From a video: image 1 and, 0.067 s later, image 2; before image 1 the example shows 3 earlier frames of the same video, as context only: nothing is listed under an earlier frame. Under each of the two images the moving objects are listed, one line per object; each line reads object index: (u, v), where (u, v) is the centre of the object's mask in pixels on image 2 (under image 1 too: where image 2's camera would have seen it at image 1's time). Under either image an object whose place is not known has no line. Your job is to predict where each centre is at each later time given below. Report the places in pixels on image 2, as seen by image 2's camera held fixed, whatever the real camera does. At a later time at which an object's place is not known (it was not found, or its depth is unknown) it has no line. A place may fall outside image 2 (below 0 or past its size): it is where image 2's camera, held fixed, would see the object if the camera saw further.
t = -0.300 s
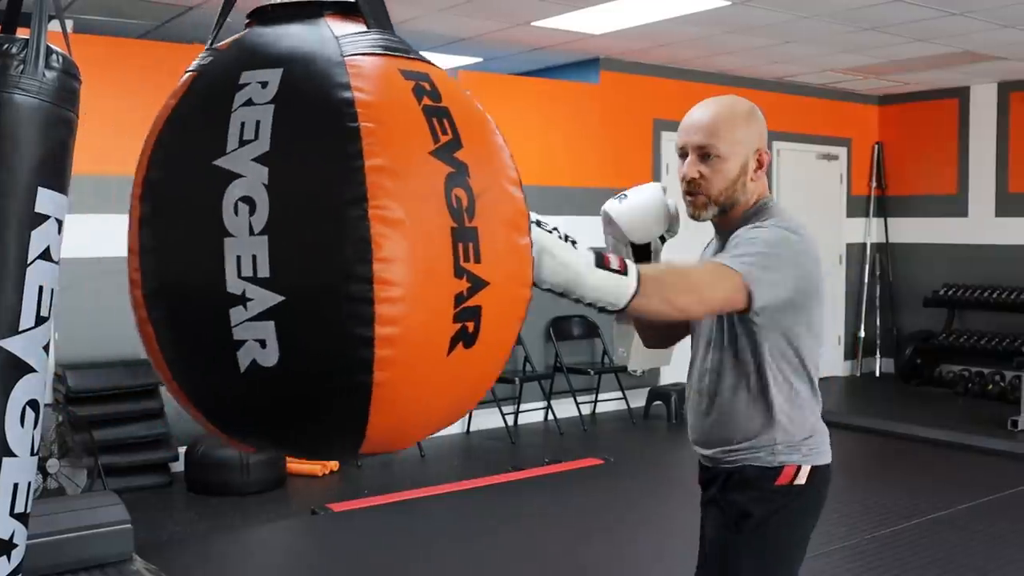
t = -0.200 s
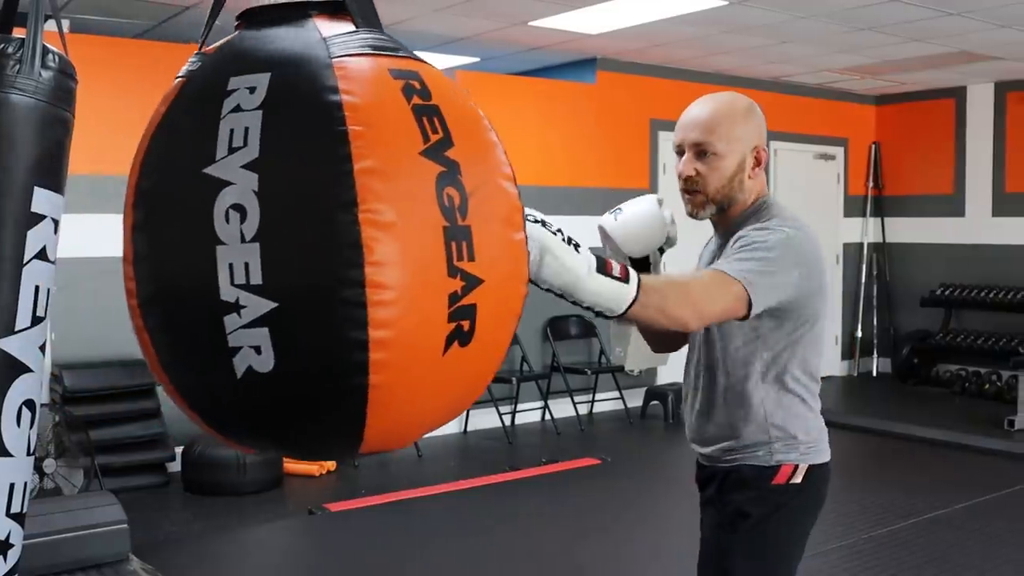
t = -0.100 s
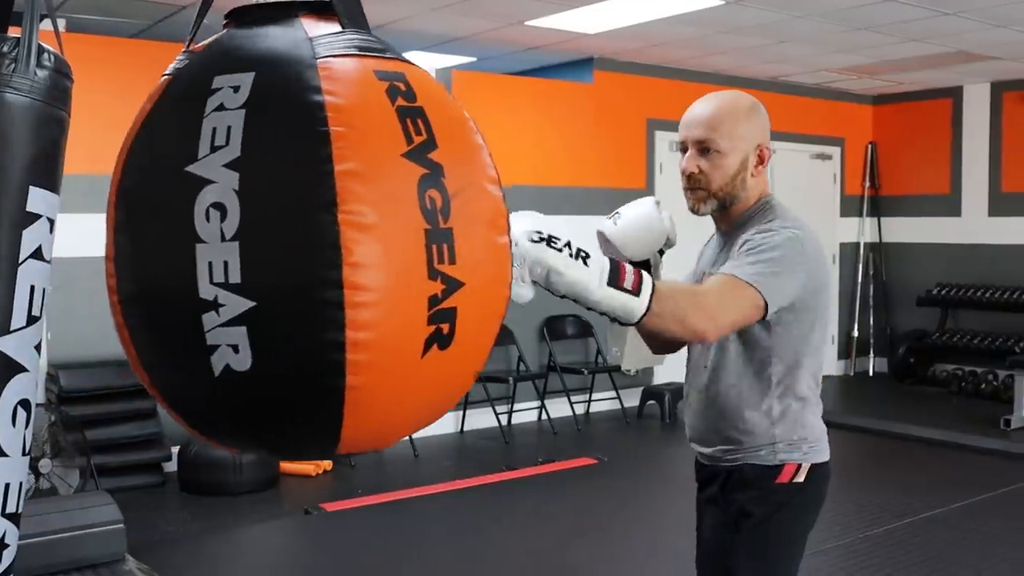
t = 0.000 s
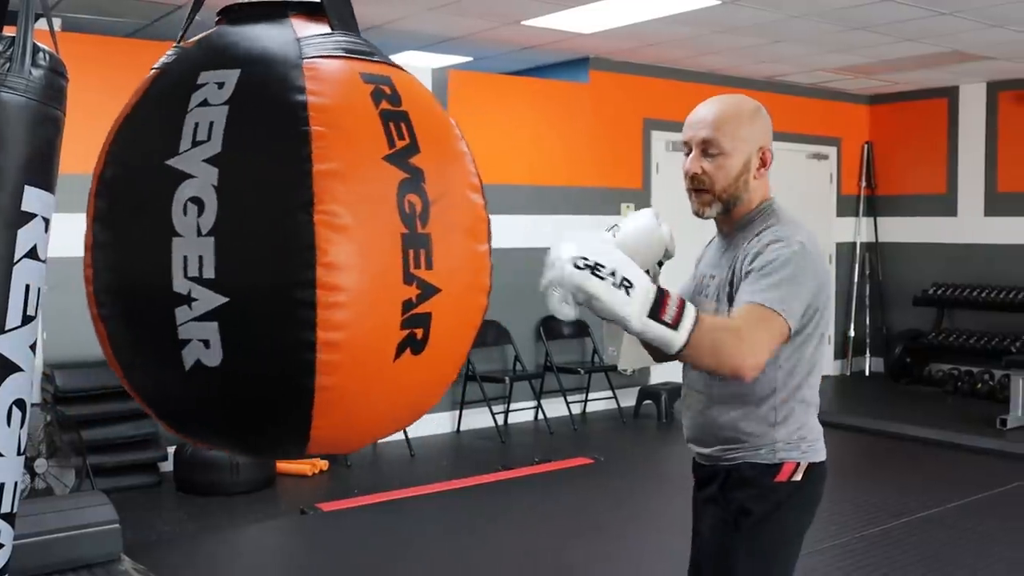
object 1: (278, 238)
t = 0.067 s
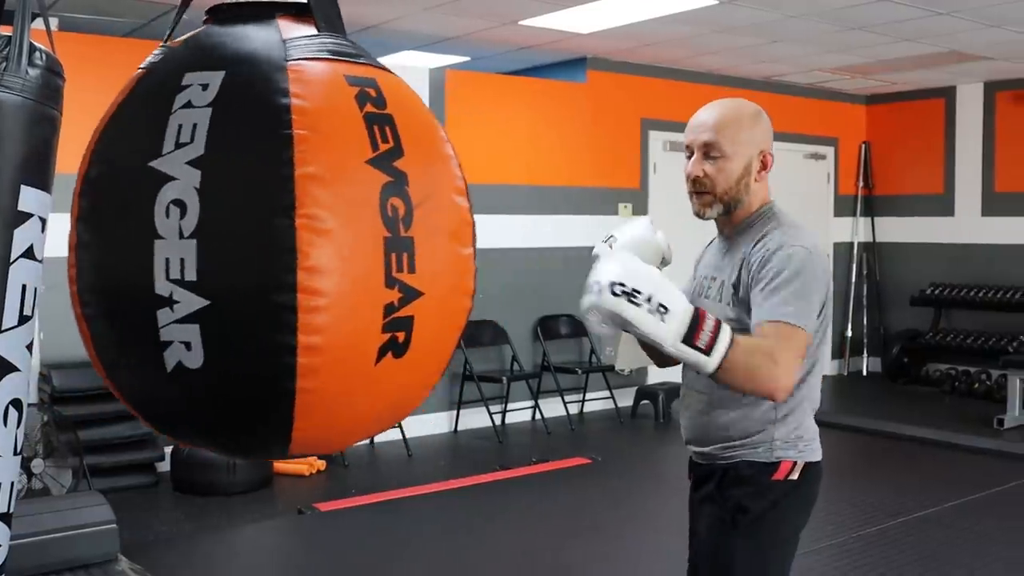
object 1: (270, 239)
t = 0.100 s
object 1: (266, 239)
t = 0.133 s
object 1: (263, 240)
